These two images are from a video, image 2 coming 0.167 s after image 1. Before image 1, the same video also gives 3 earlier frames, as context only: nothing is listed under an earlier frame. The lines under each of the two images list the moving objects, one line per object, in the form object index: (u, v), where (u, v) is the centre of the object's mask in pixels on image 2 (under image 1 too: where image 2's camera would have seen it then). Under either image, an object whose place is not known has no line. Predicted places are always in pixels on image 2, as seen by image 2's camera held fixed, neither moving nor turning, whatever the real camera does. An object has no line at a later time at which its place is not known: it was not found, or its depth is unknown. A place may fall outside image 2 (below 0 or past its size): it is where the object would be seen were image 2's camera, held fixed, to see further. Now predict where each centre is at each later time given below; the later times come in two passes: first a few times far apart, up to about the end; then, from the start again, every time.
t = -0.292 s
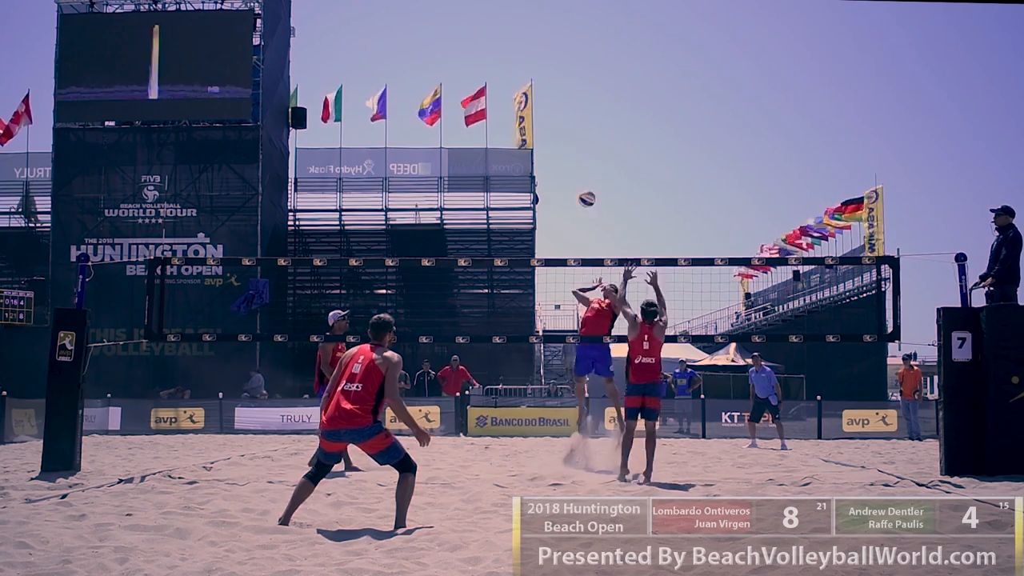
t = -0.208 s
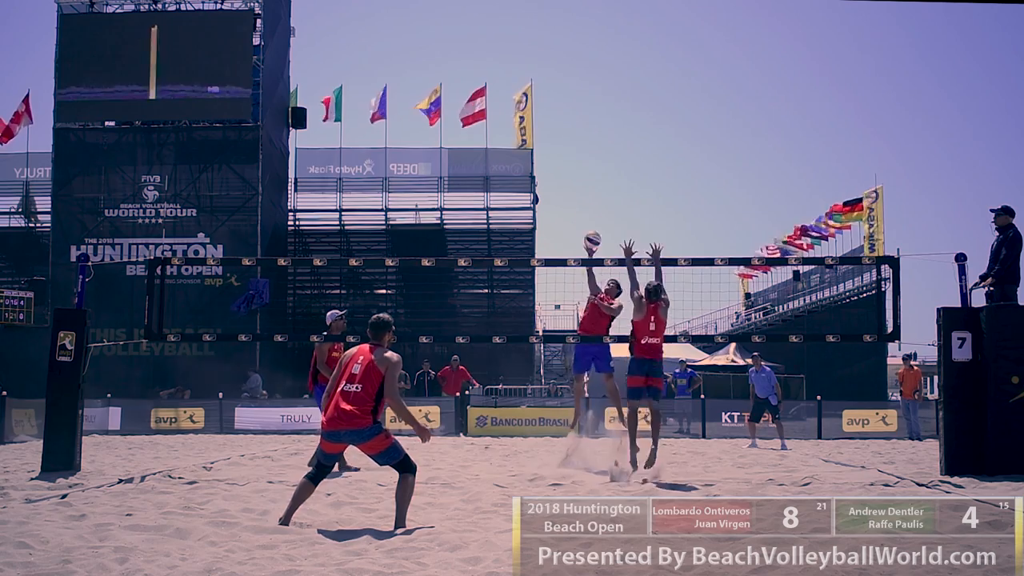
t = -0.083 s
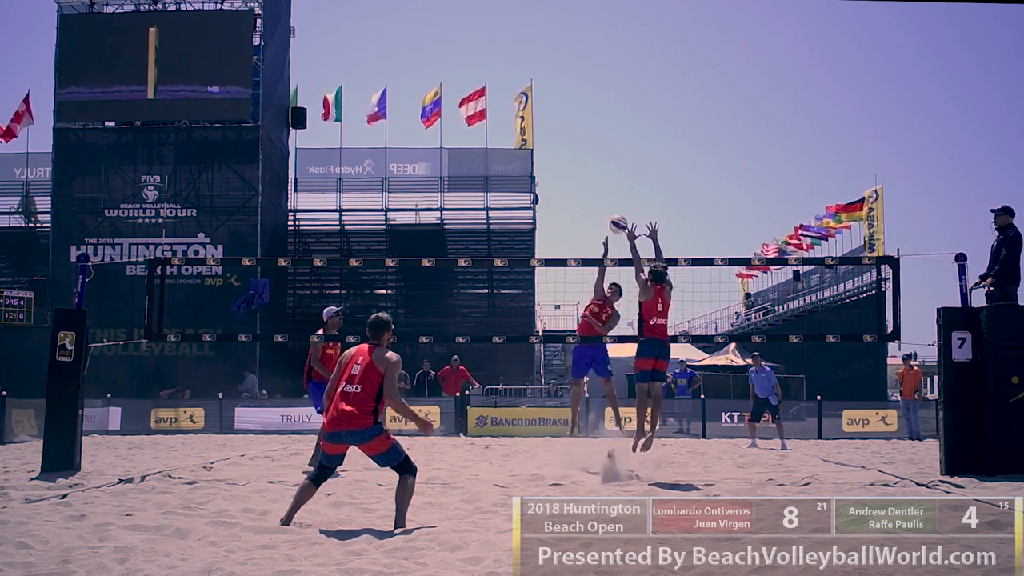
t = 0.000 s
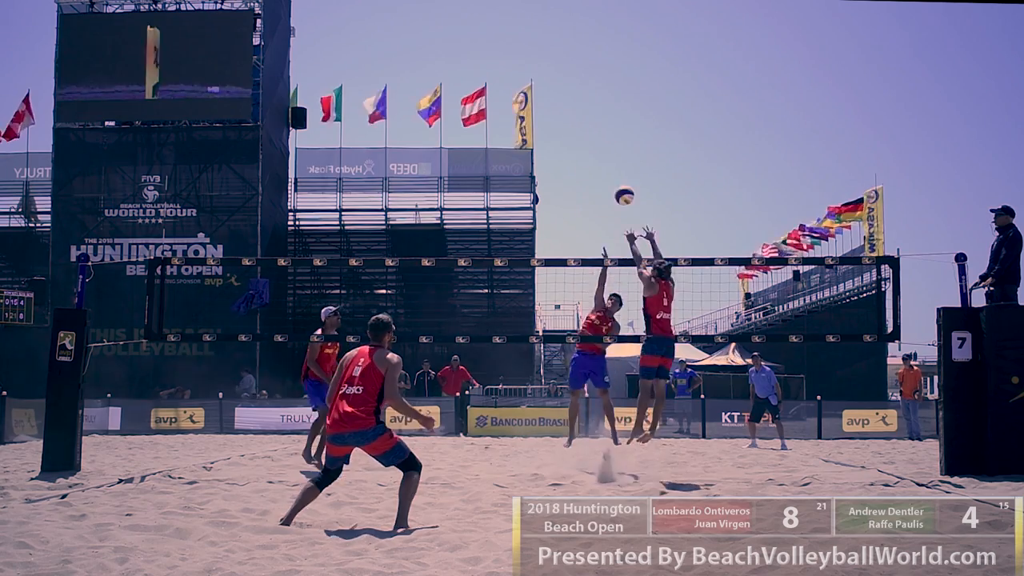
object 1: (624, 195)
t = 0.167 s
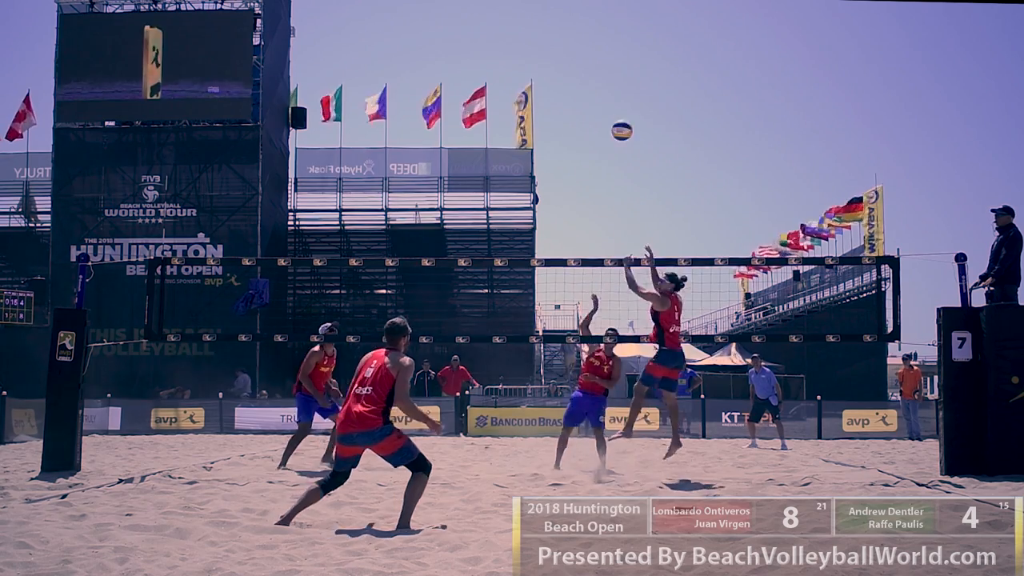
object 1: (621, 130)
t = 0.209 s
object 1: (621, 117)
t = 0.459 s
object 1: (613, 76)
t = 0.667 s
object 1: (604, 103)
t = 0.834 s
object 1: (592, 175)
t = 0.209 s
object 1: (621, 117)
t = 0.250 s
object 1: (620, 106)
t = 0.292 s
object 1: (619, 96)
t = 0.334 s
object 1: (618, 88)
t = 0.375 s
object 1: (617, 82)
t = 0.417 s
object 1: (616, 79)
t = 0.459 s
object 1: (613, 76)
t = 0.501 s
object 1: (612, 77)
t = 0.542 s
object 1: (610, 79)
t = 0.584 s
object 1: (608, 85)
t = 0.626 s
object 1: (605, 92)
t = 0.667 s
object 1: (604, 103)
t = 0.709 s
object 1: (601, 116)
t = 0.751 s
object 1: (599, 133)
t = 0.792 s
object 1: (596, 152)
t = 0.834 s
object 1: (592, 175)
